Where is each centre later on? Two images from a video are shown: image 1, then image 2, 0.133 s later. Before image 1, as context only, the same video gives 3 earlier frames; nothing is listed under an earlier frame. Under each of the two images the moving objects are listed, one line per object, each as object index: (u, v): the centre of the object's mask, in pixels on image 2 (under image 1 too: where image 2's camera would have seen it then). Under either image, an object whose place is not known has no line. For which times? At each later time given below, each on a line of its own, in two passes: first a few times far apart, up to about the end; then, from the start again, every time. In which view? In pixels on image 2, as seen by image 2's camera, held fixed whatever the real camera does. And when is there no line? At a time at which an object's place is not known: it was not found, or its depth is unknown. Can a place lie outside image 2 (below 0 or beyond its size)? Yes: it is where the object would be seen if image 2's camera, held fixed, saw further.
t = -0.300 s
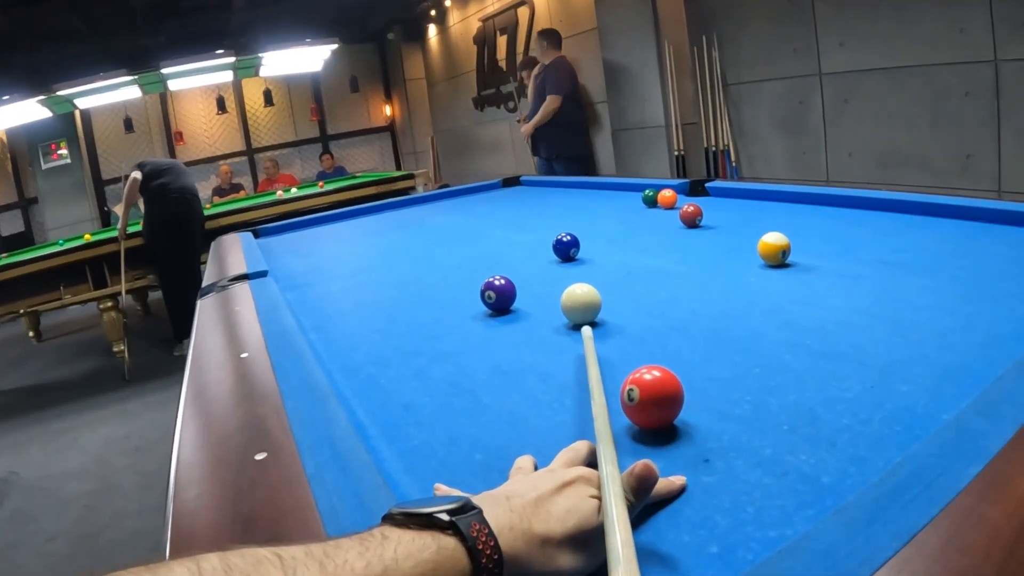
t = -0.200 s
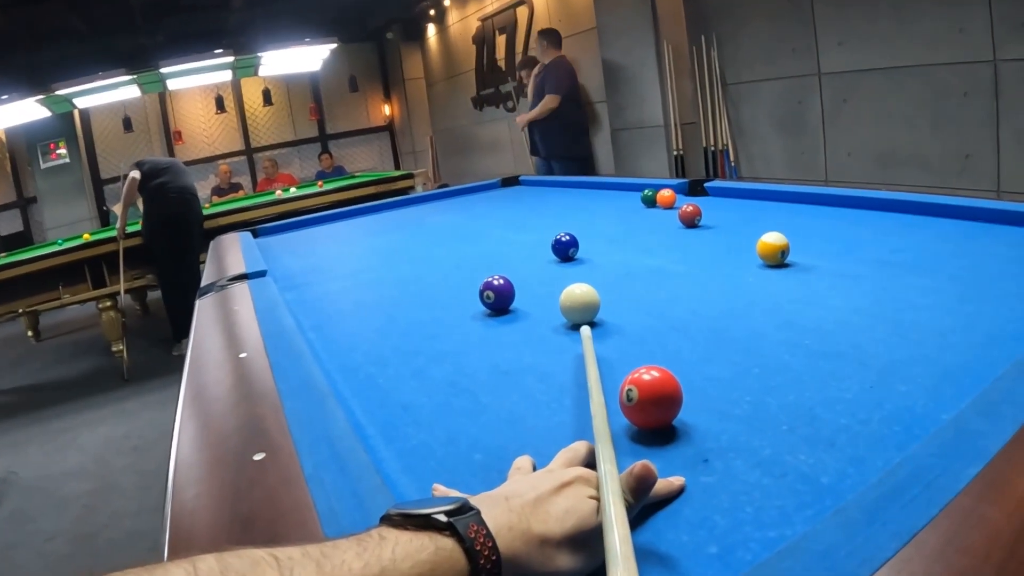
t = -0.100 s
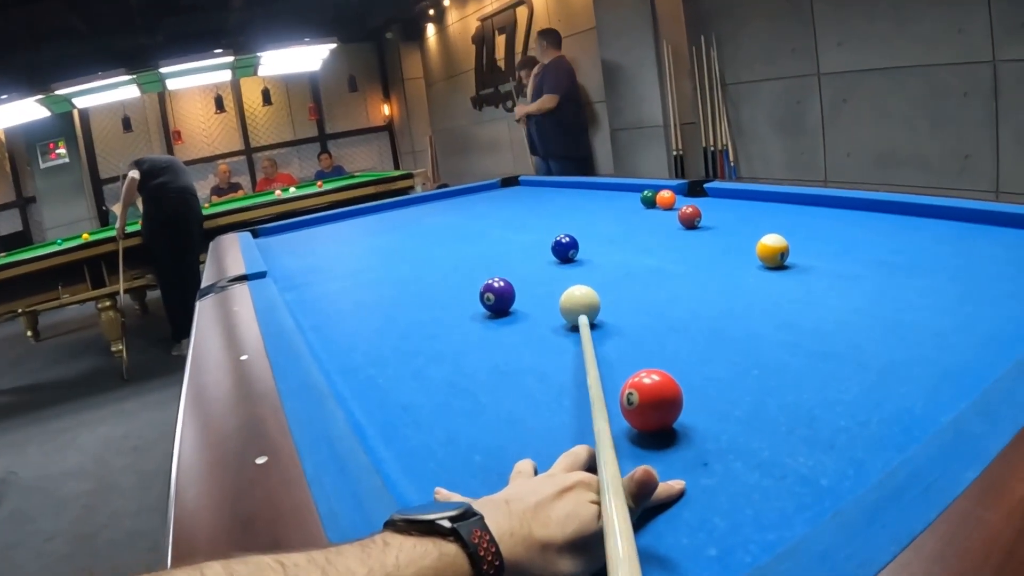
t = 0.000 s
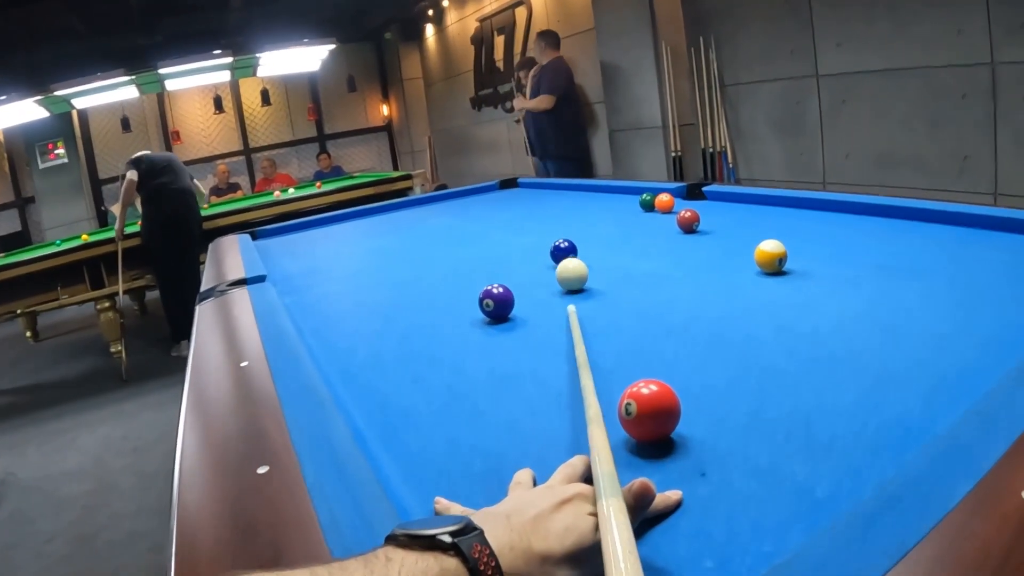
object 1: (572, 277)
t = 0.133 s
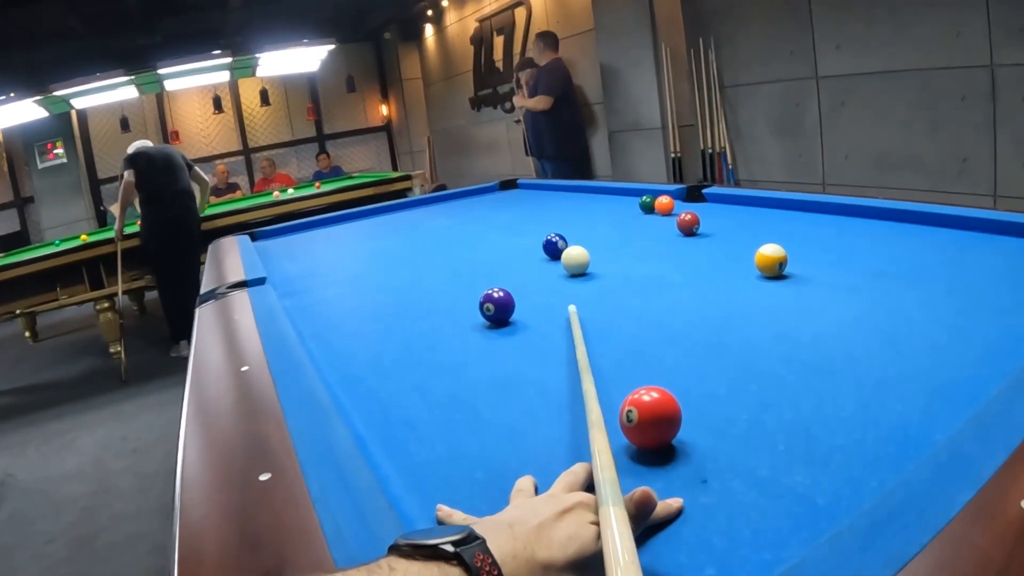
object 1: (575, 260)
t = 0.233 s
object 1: (584, 259)
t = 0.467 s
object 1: (603, 255)
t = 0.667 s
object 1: (618, 253)
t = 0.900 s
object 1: (633, 251)
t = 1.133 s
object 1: (645, 249)
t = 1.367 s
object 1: (656, 247)
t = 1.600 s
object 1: (664, 247)
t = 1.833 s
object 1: (671, 246)
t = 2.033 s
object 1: (675, 245)
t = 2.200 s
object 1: (678, 247)
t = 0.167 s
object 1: (578, 260)
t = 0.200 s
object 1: (581, 259)
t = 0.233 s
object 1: (584, 259)
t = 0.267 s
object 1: (587, 258)
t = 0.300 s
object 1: (590, 258)
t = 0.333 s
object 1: (593, 257)
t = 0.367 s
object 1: (595, 257)
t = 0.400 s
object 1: (598, 256)
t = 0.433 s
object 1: (601, 256)
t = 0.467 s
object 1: (603, 255)
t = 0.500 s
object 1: (606, 255)
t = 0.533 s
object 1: (608, 255)
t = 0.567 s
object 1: (611, 255)
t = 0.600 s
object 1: (613, 254)
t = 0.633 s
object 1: (616, 254)
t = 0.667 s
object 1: (618, 253)
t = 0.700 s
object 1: (620, 253)
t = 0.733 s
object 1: (623, 253)
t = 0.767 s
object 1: (625, 252)
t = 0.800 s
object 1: (627, 252)
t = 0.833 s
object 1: (629, 252)
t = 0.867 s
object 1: (631, 252)
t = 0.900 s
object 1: (633, 251)
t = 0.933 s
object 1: (635, 251)
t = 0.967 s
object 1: (637, 250)
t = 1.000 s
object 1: (639, 250)
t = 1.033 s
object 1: (640, 250)
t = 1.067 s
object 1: (642, 250)
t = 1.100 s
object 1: (644, 249)
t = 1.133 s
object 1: (645, 249)
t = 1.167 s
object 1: (647, 249)
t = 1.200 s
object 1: (648, 249)
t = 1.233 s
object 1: (650, 249)
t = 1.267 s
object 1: (652, 248)
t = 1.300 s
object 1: (653, 248)
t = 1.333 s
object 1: (655, 248)
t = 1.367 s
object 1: (656, 247)
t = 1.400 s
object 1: (657, 247)
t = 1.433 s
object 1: (658, 247)
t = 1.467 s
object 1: (660, 247)
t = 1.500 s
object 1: (661, 247)
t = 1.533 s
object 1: (662, 247)
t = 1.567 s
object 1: (663, 247)
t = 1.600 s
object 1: (664, 247)
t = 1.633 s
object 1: (665, 247)
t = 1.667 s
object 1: (666, 246)
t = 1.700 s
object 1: (667, 246)
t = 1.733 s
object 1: (668, 246)
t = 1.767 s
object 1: (669, 246)
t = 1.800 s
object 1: (670, 246)
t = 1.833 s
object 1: (671, 246)
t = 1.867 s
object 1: (672, 246)
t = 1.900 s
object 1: (672, 246)
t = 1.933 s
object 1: (673, 245)
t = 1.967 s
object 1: (674, 245)
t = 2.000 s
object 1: (674, 245)
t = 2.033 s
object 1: (675, 245)
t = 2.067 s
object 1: (676, 245)
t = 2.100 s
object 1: (676, 245)
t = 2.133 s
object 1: (677, 246)
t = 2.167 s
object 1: (677, 246)
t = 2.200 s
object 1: (678, 247)
